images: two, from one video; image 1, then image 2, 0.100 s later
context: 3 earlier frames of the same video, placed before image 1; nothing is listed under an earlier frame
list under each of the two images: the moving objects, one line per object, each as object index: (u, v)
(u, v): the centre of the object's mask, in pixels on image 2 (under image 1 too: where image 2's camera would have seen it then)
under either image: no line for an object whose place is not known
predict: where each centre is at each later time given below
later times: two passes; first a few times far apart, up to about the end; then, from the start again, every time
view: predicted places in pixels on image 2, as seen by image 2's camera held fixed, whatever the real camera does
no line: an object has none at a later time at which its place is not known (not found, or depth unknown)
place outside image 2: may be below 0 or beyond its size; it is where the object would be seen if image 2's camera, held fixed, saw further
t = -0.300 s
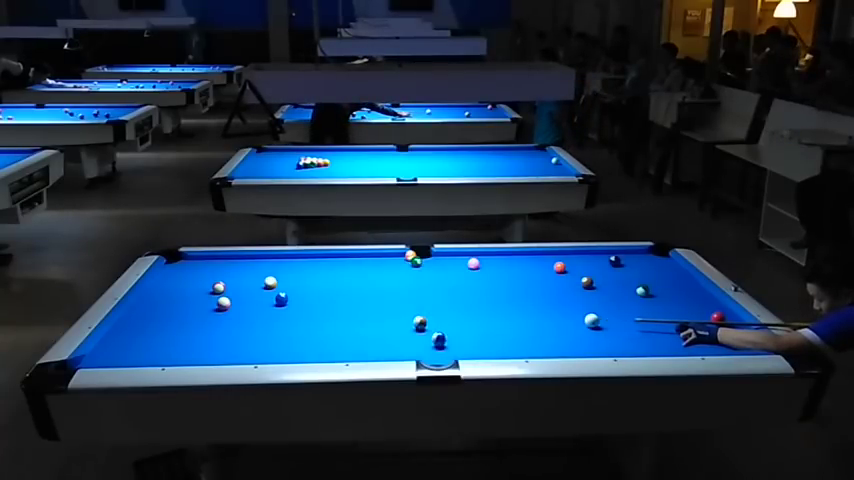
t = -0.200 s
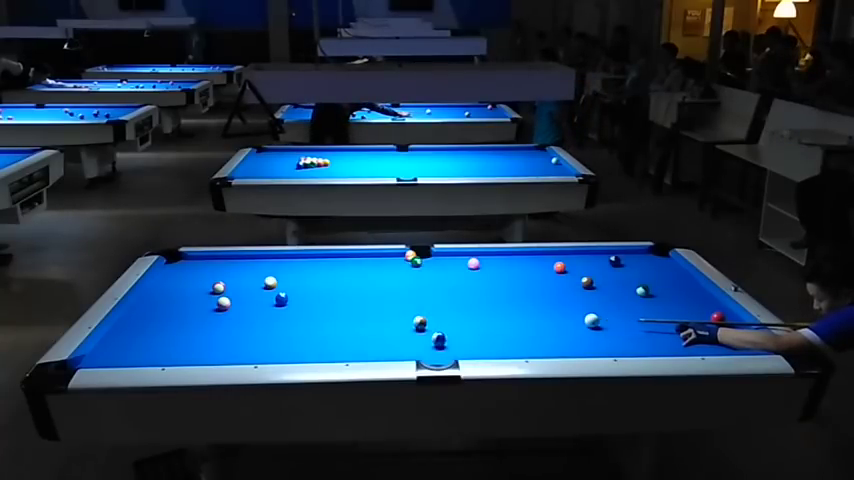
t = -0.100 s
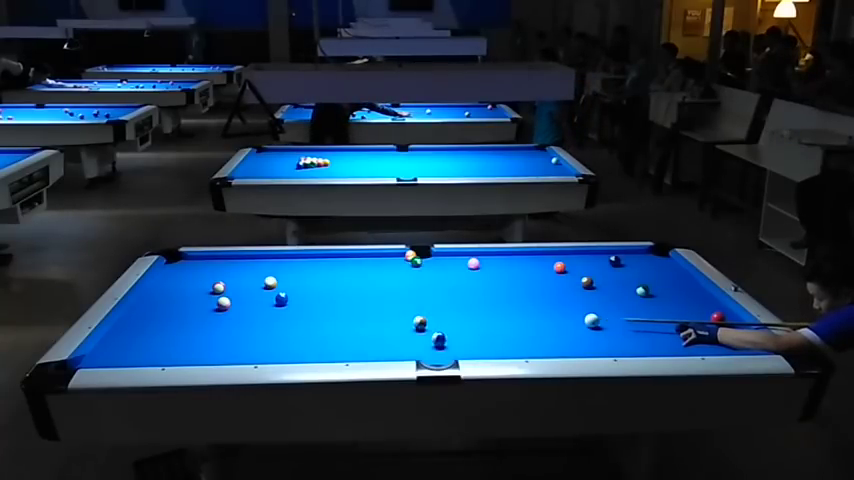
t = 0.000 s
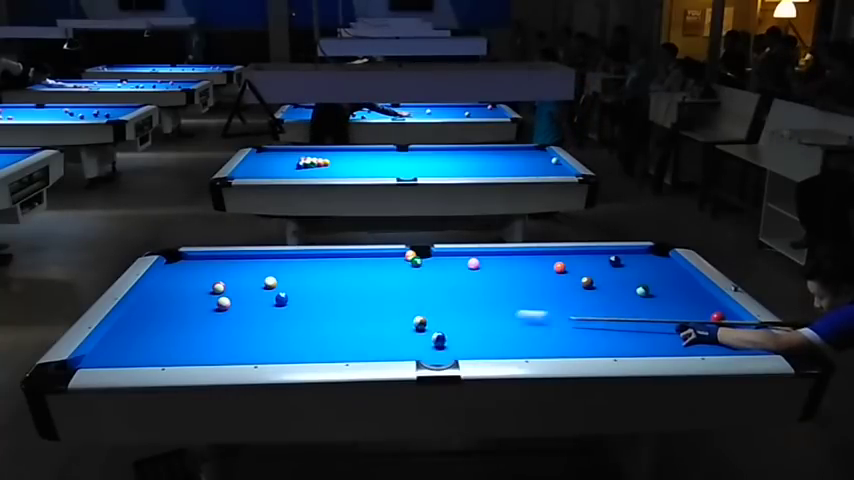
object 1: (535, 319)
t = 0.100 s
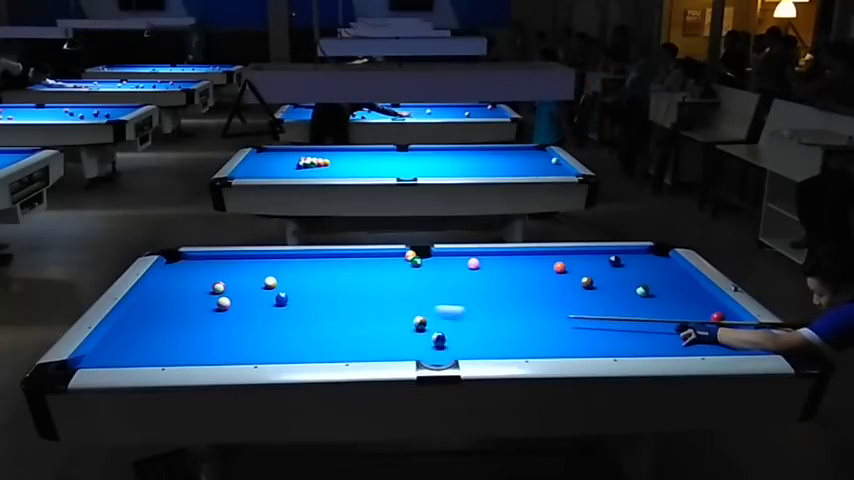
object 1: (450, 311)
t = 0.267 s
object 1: (323, 303)
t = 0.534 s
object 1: (186, 324)
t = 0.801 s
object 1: (148, 342)
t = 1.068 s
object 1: (216, 354)
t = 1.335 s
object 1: (284, 351)
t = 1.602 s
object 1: (345, 343)
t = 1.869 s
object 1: (402, 334)
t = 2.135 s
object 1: (455, 326)
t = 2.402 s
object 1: (503, 318)
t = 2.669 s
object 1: (548, 311)
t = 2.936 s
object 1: (590, 305)
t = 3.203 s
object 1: (630, 299)
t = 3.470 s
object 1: (667, 294)
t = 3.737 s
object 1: (700, 289)
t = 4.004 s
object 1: (671, 283)
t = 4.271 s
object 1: (644, 279)
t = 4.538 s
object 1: (620, 274)
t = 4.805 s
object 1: (597, 270)
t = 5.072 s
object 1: (576, 266)
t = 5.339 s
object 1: (556, 260)
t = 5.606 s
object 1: (539, 259)
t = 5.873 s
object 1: (523, 257)
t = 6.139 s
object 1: (508, 254)
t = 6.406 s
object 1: (498, 254)
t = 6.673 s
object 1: (491, 255)
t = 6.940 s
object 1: (485, 256)
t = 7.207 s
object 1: (480, 257)
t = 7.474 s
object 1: (476, 257)
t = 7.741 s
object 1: (472, 258)
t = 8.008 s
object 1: (469, 259)
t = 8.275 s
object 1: (466, 260)
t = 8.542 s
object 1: (465, 260)
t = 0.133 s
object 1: (425, 309)
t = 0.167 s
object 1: (399, 307)
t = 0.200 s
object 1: (373, 306)
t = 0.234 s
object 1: (348, 304)
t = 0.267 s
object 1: (323, 303)
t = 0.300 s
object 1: (298, 301)
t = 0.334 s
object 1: (280, 304)
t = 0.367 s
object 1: (266, 307)
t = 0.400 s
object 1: (252, 311)
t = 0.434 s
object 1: (236, 315)
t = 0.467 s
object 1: (219, 318)
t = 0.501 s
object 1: (203, 321)
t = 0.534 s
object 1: (186, 324)
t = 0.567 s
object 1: (167, 327)
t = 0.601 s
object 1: (149, 330)
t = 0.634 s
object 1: (130, 333)
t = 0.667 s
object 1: (112, 336)
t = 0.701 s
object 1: (119, 338)
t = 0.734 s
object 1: (129, 339)
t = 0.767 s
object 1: (139, 341)
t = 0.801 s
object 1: (148, 342)
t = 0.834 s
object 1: (156, 344)
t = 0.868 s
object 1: (165, 345)
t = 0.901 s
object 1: (173, 347)
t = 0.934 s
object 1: (181, 348)
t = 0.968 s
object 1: (190, 350)
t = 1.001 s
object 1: (199, 351)
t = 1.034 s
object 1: (208, 353)
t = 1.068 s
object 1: (216, 354)
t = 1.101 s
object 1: (225, 355)
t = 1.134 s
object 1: (233, 356)
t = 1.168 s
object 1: (243, 356)
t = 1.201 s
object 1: (251, 354)
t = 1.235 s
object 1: (260, 354)
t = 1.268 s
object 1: (268, 352)
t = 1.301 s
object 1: (276, 352)
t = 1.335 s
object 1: (284, 351)
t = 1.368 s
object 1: (292, 350)
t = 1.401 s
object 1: (300, 349)
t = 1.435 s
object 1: (308, 348)
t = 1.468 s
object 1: (315, 347)
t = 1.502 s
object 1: (323, 346)
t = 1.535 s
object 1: (330, 345)
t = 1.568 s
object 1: (338, 344)
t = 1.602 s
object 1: (345, 343)
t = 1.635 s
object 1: (353, 341)
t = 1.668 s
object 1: (360, 340)
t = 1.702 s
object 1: (367, 340)
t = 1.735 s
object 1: (374, 338)
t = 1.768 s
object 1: (381, 337)
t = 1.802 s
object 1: (388, 336)
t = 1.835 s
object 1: (395, 335)
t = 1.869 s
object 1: (402, 334)
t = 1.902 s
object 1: (408, 333)
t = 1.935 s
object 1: (415, 331)
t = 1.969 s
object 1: (422, 331)
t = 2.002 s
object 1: (428, 329)
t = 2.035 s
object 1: (434, 327)
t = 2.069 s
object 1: (441, 327)
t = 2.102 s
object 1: (448, 327)
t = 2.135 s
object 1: (455, 326)
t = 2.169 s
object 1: (461, 325)
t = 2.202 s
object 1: (467, 324)
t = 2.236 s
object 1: (473, 323)
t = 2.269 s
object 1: (479, 322)
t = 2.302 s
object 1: (485, 321)
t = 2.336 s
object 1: (491, 320)
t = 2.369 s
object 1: (497, 319)
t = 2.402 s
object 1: (503, 318)
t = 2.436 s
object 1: (509, 317)
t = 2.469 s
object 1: (514, 316)
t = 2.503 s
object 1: (520, 315)
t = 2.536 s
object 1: (526, 315)
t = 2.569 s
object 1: (531, 314)
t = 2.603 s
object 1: (536, 313)
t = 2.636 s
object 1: (542, 312)
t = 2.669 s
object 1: (548, 311)
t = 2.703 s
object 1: (553, 311)
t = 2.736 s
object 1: (559, 310)
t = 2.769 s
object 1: (564, 309)
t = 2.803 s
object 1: (569, 308)
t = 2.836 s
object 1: (575, 307)
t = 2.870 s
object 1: (580, 307)
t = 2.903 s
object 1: (585, 306)
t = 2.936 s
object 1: (590, 305)
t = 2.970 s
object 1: (595, 305)
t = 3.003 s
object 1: (600, 304)
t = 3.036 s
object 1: (605, 303)
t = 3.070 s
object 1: (610, 302)
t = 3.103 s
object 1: (615, 301)
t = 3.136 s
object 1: (620, 301)
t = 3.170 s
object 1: (625, 300)
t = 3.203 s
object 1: (630, 299)
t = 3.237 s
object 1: (634, 299)
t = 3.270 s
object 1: (639, 298)
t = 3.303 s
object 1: (644, 297)
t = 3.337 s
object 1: (649, 296)
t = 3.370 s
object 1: (653, 296)
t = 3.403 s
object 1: (657, 295)
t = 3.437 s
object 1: (662, 294)
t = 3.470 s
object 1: (667, 294)
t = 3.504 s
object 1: (671, 293)
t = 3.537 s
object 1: (676, 293)
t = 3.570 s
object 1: (680, 292)
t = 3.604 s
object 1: (684, 291)
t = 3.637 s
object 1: (688, 291)
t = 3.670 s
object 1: (692, 290)
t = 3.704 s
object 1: (696, 289)
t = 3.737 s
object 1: (700, 289)
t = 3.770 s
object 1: (697, 288)
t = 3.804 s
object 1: (693, 287)
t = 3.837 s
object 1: (689, 287)
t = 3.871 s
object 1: (685, 286)
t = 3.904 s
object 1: (682, 285)
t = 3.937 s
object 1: (679, 285)
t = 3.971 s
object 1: (675, 284)
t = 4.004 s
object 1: (671, 283)
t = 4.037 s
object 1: (668, 283)
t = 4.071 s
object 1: (664, 282)
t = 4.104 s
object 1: (661, 281)
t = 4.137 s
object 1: (658, 281)
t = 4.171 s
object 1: (654, 280)
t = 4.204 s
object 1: (651, 279)
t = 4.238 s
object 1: (647, 279)
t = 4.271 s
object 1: (644, 279)
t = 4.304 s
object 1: (642, 278)
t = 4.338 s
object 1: (639, 277)
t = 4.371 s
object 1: (635, 277)
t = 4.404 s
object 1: (632, 276)
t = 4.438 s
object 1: (629, 276)
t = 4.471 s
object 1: (626, 275)
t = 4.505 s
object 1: (623, 274)
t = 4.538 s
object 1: (620, 274)
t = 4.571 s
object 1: (617, 273)
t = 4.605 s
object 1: (614, 273)
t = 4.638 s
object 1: (611, 272)
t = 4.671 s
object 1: (608, 272)
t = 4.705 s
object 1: (606, 271)
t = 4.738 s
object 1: (602, 271)
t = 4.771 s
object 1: (601, 270)
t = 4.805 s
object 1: (597, 270)
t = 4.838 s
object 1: (594, 269)
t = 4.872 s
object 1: (592, 269)
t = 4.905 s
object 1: (589, 268)
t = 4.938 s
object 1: (586, 268)
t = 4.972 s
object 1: (584, 267)
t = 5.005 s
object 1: (582, 267)
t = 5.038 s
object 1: (579, 266)
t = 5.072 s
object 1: (576, 266)
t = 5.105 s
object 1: (574, 265)
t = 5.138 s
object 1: (571, 265)
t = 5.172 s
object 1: (569, 264)
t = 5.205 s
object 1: (567, 264)
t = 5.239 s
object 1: (565, 263)
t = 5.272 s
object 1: (562, 262)
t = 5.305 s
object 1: (559, 260)
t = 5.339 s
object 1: (556, 260)
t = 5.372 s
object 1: (554, 261)
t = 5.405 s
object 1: (551, 261)
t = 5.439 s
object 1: (549, 261)
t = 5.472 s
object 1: (547, 261)
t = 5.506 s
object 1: (546, 261)
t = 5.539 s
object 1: (544, 260)
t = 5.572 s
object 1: (542, 260)
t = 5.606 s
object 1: (539, 259)
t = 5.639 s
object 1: (537, 259)
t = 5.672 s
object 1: (535, 259)
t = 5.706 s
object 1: (533, 258)
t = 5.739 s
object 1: (531, 258)
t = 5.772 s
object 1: (529, 258)
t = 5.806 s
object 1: (527, 257)
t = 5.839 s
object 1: (525, 257)
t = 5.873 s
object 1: (523, 257)
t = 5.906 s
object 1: (521, 256)
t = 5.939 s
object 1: (519, 256)
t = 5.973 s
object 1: (517, 256)
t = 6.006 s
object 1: (515, 255)
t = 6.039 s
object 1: (513, 255)
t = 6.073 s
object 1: (511, 255)
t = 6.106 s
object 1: (509, 254)
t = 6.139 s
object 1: (508, 254)
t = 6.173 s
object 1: (506, 254)
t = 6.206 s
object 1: (504, 253)
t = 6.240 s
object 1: (502, 253)
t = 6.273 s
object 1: (501, 253)
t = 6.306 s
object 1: (501, 253)
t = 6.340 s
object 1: (500, 254)
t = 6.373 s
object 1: (499, 254)
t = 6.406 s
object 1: (498, 254)
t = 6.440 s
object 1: (497, 254)
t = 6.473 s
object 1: (496, 254)
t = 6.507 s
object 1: (495, 255)
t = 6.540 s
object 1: (494, 255)
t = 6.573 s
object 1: (493, 255)
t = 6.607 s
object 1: (492, 255)
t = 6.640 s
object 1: (492, 255)
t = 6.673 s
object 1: (491, 255)
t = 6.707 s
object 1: (490, 255)
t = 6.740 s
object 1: (489, 256)
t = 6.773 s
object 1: (488, 256)
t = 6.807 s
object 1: (488, 256)
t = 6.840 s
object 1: (487, 256)
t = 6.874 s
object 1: (486, 256)
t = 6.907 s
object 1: (485, 256)
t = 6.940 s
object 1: (485, 256)
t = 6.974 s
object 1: (484, 256)
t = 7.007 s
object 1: (483, 257)
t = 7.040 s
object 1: (483, 257)
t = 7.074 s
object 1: (482, 257)
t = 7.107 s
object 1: (482, 257)
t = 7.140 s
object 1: (481, 257)
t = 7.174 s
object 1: (481, 257)
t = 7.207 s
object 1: (480, 257)
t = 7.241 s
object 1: (479, 257)
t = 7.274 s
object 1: (479, 257)
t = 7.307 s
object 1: (478, 257)
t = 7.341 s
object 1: (478, 257)
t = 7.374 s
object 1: (478, 257)
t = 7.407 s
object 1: (477, 257)
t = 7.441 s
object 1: (476, 257)
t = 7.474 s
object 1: (476, 257)
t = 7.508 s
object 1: (475, 257)
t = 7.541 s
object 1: (474, 257)
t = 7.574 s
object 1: (474, 257)
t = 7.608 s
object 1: (473, 257)
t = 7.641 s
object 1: (473, 257)
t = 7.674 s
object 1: (472, 257)
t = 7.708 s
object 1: (472, 258)
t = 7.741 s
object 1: (472, 258)
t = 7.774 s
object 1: (471, 258)
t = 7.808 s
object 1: (471, 258)
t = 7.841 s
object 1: (470, 258)
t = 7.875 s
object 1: (470, 258)
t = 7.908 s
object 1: (469, 258)
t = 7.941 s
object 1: (469, 258)
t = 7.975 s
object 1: (469, 258)
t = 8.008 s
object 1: (469, 259)
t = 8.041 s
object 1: (468, 259)
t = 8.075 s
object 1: (468, 259)
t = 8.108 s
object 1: (467, 259)
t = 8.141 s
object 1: (467, 259)
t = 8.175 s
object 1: (466, 259)
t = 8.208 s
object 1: (466, 259)
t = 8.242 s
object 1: (466, 259)
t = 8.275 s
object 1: (466, 260)
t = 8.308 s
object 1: (465, 260)
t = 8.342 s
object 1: (465, 260)
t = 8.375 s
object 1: (465, 260)
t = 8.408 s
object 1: (465, 260)
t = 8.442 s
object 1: (465, 260)
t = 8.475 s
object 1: (465, 260)
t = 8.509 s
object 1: (465, 260)
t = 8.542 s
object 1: (465, 260)
